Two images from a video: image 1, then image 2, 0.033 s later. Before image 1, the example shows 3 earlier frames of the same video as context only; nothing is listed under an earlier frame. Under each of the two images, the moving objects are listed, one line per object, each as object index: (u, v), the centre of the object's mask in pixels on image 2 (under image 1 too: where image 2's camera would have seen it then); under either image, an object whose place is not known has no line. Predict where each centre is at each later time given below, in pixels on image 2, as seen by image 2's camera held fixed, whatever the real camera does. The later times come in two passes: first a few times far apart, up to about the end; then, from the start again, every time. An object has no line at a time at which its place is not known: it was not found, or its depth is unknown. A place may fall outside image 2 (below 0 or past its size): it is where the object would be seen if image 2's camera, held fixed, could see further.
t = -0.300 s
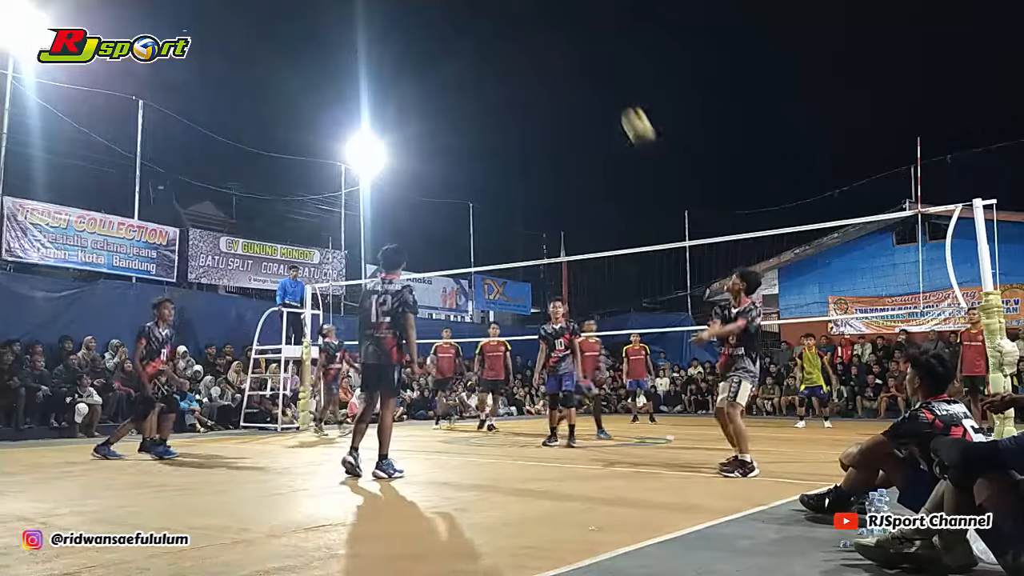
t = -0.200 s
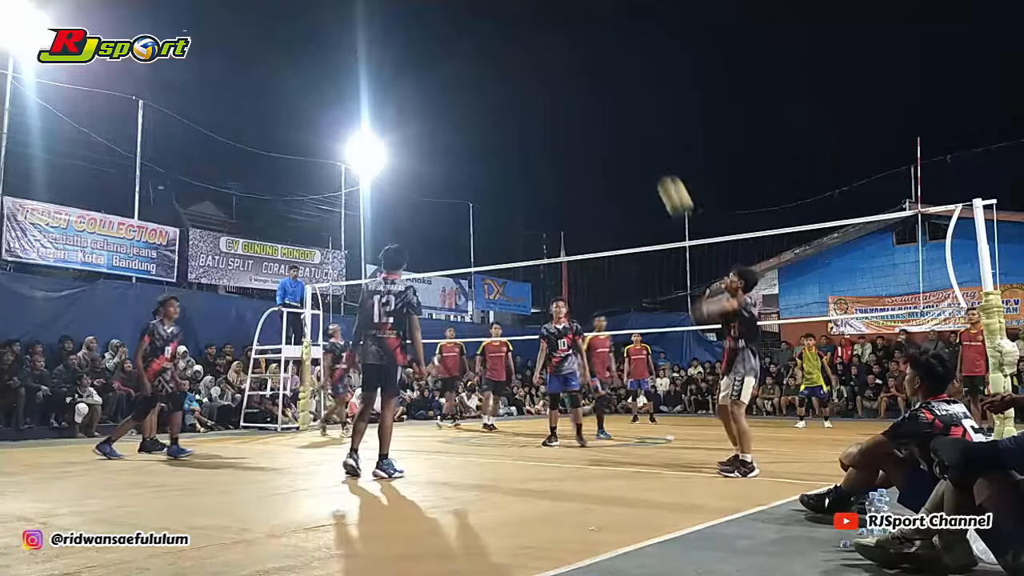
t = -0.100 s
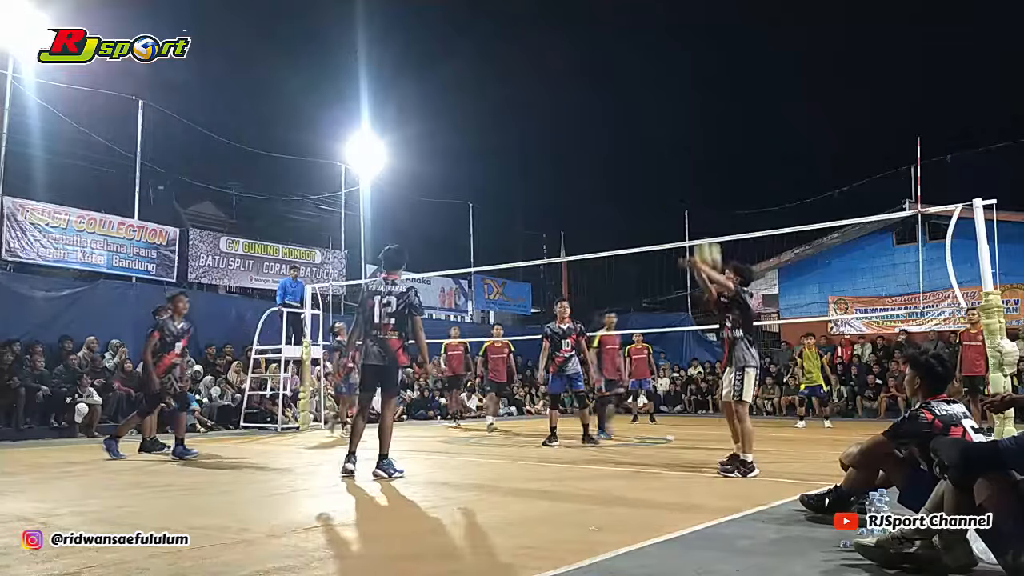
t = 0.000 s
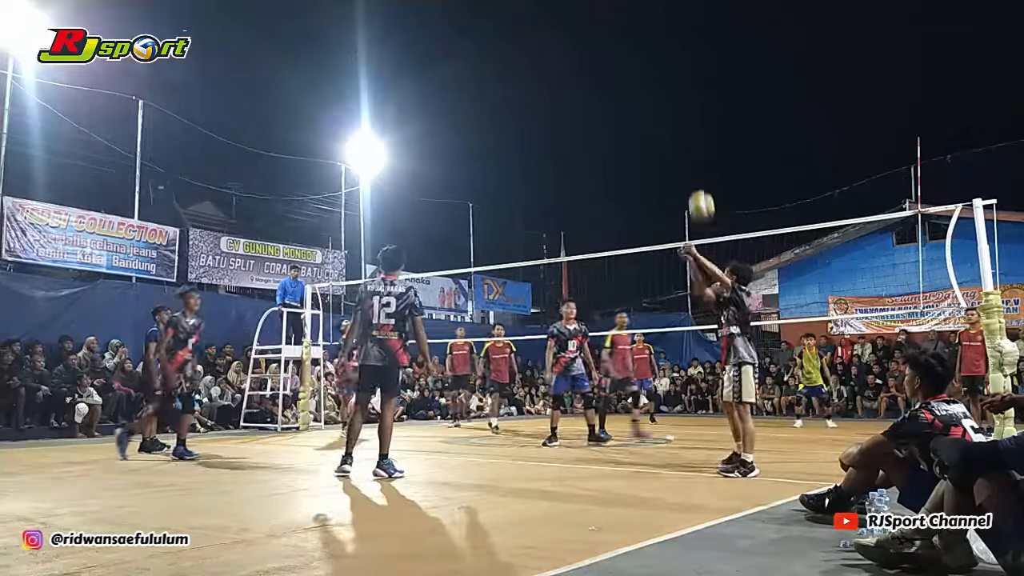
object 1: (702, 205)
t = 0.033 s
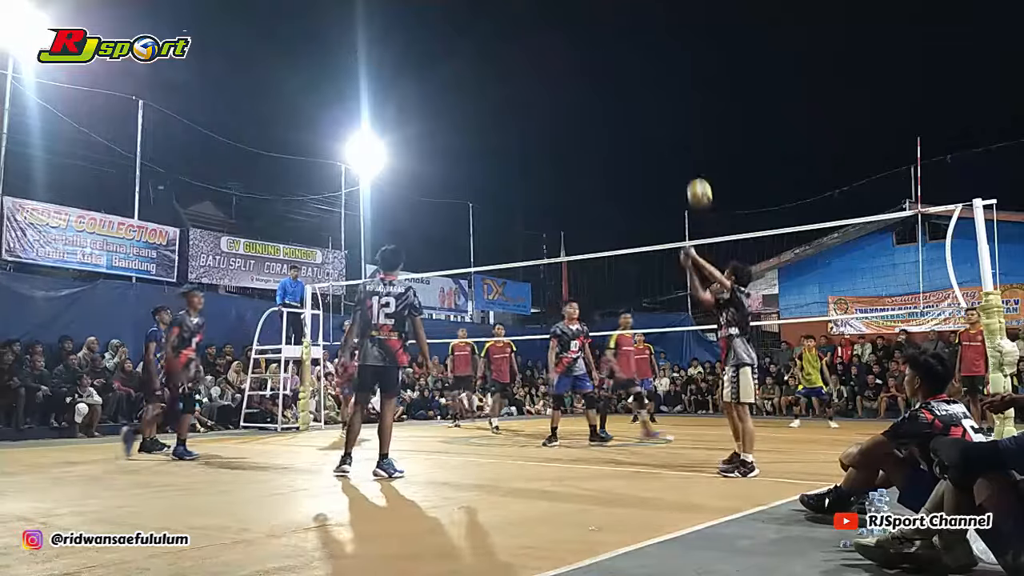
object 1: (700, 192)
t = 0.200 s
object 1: (692, 155)
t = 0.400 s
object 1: (687, 150)
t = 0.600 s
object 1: (684, 176)
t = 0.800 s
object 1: (683, 226)
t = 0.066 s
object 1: (698, 183)
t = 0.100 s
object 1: (698, 173)
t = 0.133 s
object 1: (695, 166)
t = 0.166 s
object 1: (693, 159)
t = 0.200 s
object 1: (692, 155)
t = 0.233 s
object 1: (691, 152)
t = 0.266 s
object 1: (690, 149)
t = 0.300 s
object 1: (689, 148)
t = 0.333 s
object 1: (688, 148)
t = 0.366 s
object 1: (687, 148)
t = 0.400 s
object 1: (687, 150)
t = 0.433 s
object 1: (686, 153)
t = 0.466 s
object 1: (686, 156)
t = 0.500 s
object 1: (685, 160)
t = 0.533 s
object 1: (684, 165)
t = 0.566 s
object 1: (684, 171)
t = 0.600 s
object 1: (684, 176)
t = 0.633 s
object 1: (684, 183)
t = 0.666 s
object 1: (684, 192)
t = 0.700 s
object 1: (683, 199)
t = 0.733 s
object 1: (683, 207)
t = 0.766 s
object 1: (683, 217)
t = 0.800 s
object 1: (683, 226)
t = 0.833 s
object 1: (683, 234)
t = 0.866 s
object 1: (683, 247)
